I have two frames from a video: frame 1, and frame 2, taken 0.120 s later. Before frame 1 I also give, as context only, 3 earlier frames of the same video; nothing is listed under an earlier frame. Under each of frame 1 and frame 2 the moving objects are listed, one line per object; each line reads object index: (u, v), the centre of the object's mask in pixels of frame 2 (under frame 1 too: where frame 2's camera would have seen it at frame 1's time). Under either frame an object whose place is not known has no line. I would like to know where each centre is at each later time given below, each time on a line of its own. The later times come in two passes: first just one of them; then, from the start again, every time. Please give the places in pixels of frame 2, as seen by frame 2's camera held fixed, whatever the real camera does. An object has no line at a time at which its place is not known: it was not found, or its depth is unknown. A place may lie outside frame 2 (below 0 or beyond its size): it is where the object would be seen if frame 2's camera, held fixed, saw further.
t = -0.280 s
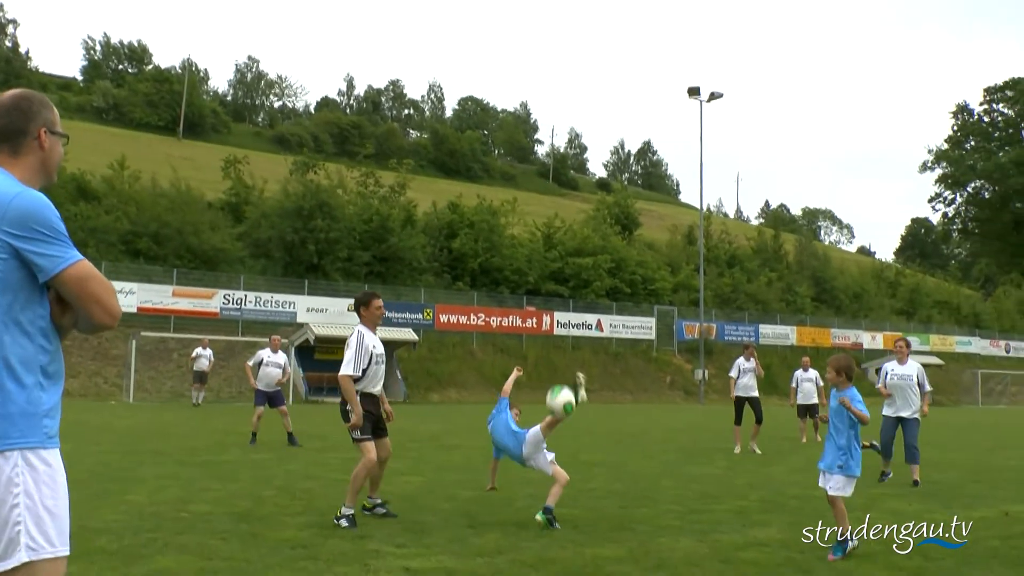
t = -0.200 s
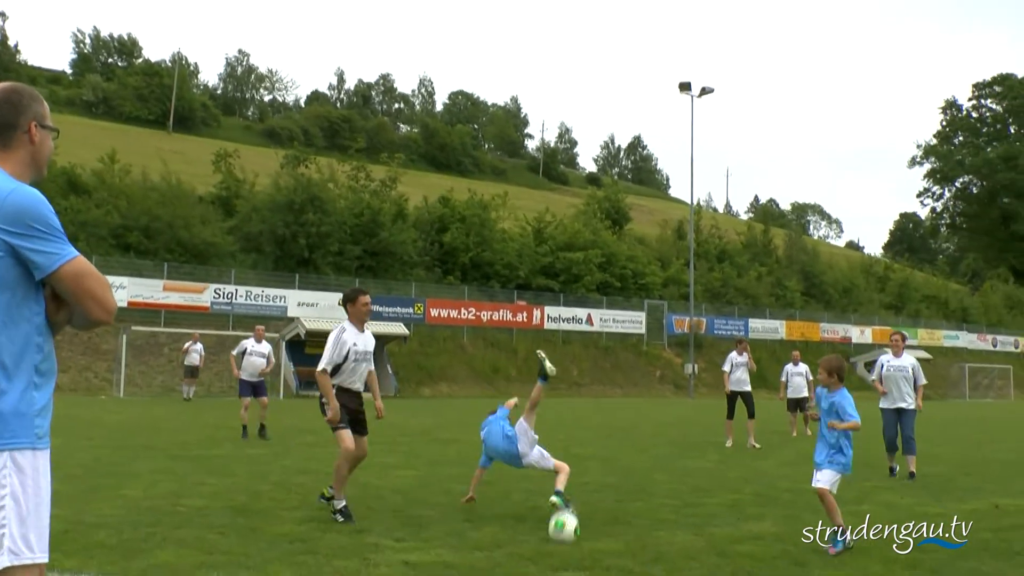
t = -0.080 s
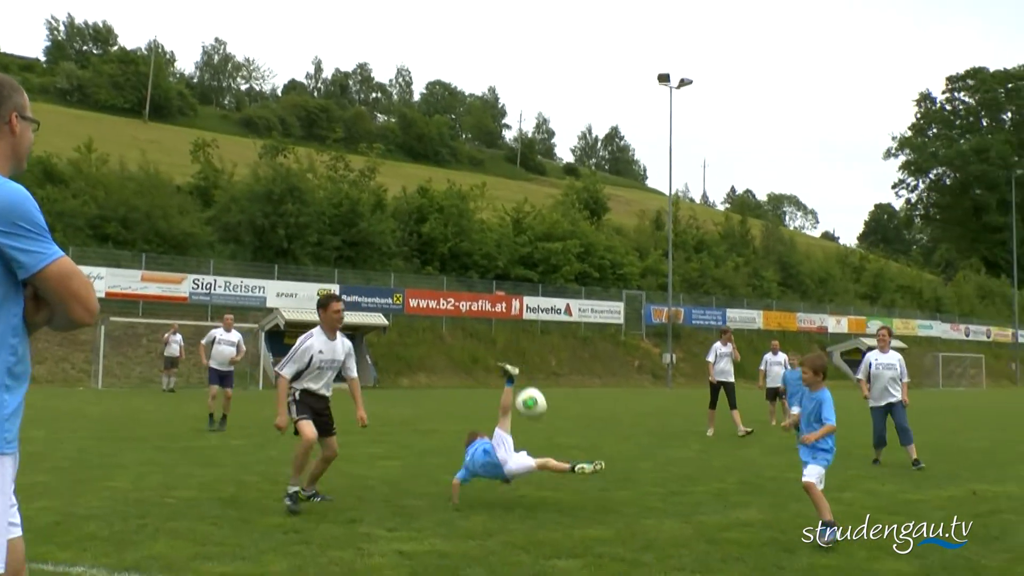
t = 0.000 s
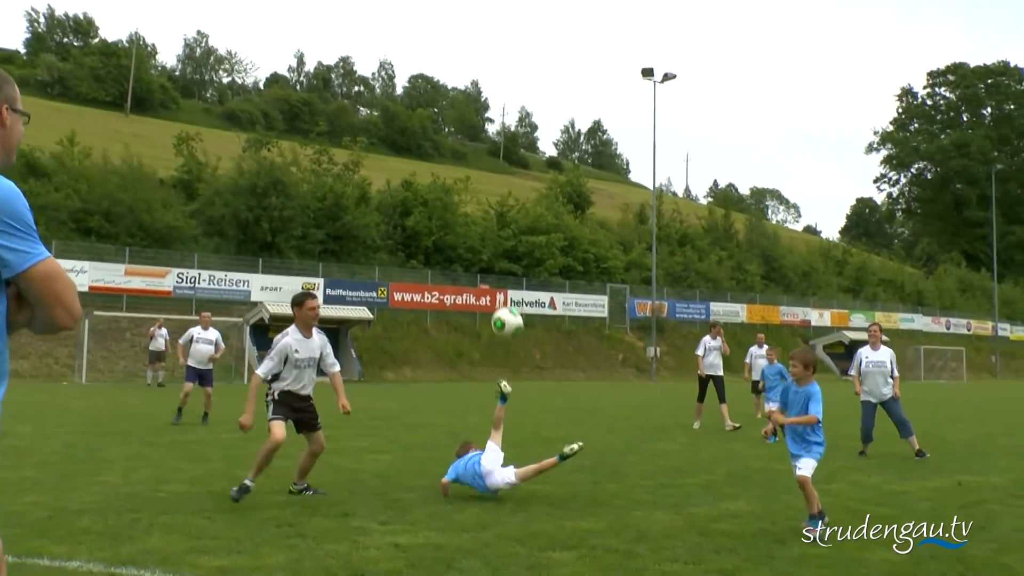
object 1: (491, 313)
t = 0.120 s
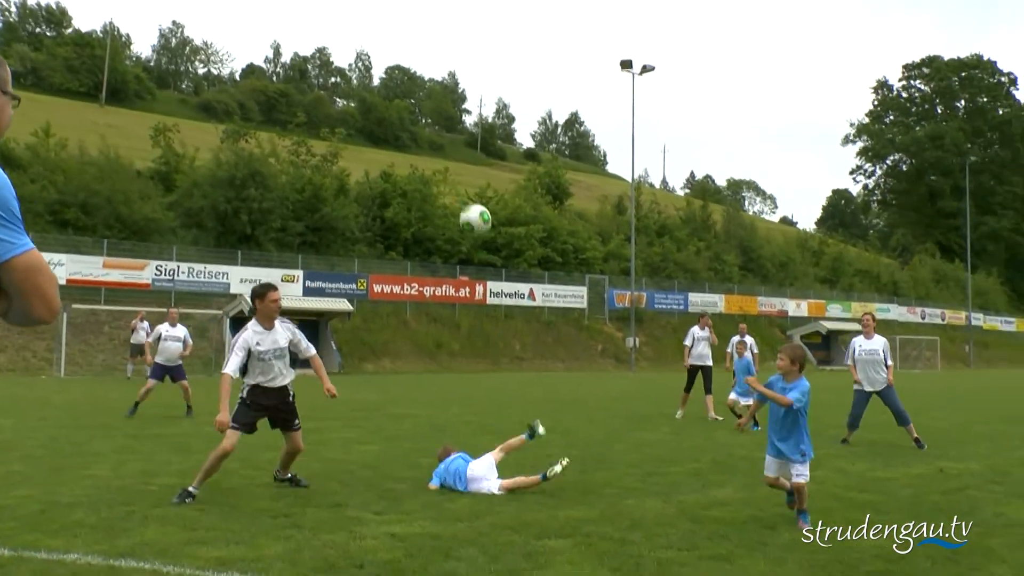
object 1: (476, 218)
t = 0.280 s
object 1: (459, 123)
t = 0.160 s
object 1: (471, 192)
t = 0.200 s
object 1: (467, 166)
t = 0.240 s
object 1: (464, 145)
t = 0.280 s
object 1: (459, 123)
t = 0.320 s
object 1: (453, 107)
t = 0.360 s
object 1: (449, 92)
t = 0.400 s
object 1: (442, 80)
